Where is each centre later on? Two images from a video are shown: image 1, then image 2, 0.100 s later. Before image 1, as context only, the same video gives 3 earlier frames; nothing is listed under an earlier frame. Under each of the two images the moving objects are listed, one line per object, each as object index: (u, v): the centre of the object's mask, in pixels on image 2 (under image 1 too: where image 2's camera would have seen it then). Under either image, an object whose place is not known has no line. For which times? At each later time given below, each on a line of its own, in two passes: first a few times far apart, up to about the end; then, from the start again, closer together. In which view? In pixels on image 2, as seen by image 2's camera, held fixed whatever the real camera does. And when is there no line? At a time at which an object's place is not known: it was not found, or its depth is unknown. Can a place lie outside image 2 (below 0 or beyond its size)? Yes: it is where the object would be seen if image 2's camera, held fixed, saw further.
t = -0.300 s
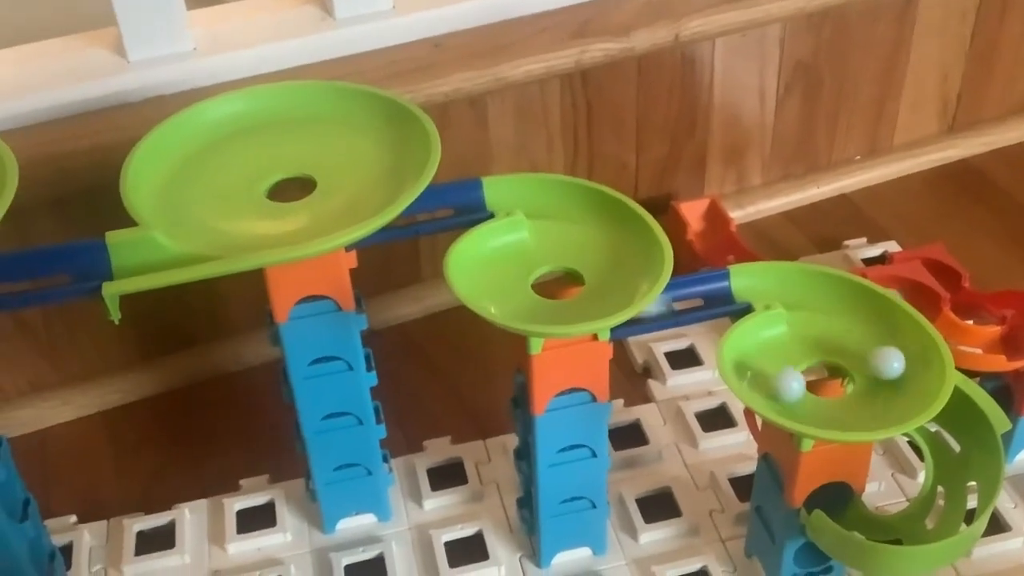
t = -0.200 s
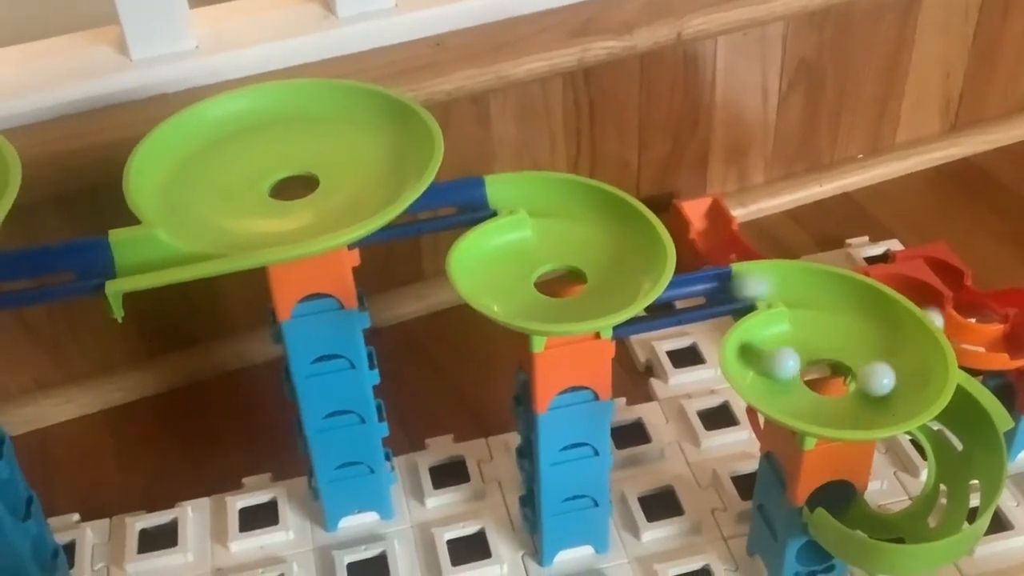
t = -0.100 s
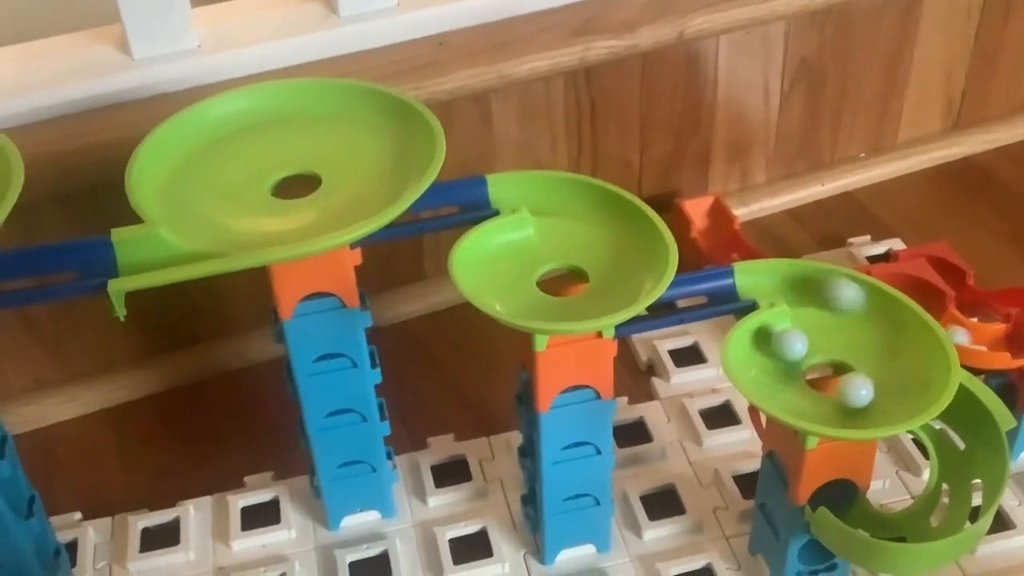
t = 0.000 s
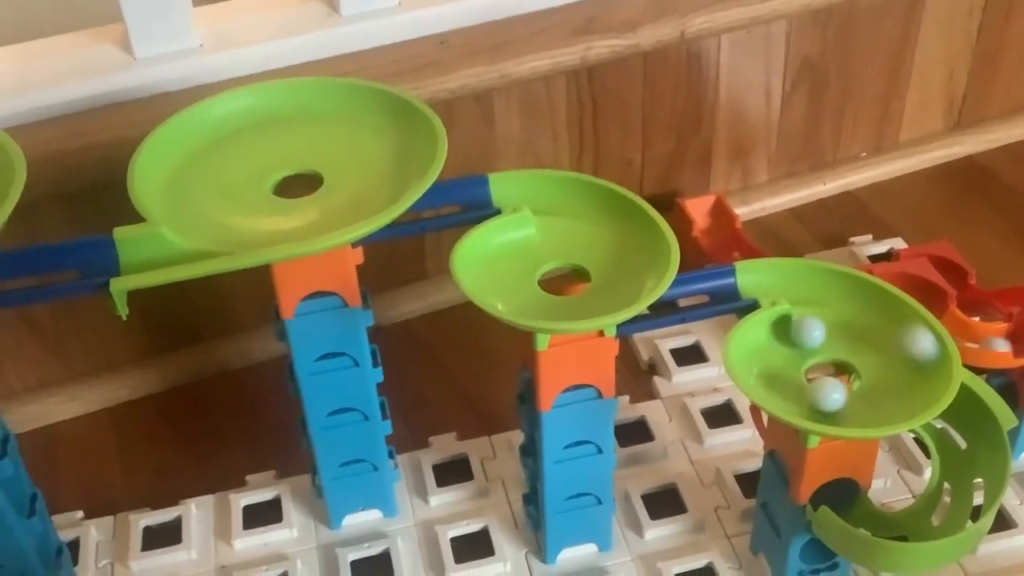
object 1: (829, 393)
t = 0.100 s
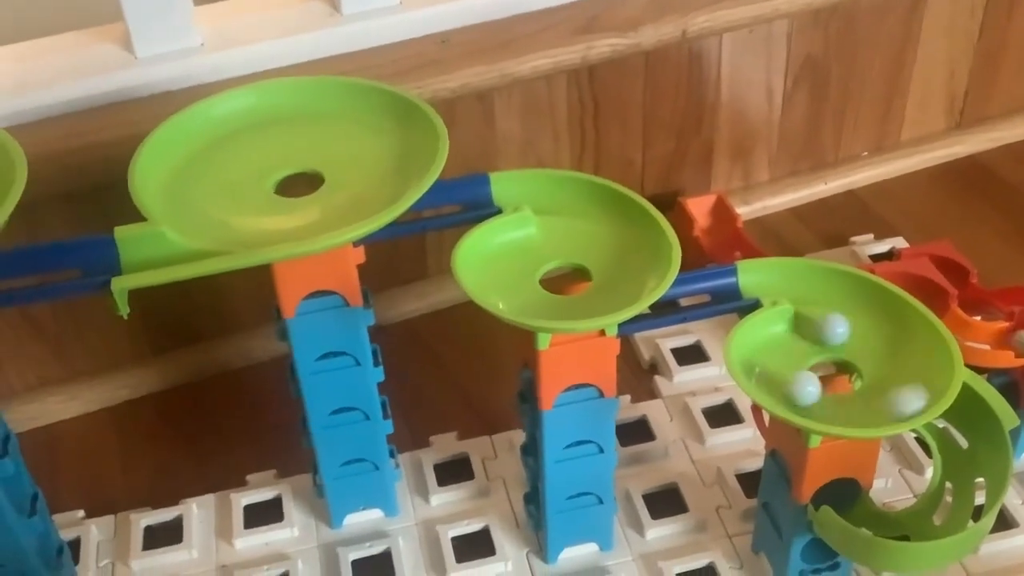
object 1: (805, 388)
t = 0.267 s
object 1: (790, 362)
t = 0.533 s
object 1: (888, 357)
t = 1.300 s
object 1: (803, 334)
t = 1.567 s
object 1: (888, 340)
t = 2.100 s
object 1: (796, 381)
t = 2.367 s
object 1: (804, 337)
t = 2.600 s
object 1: (856, 334)
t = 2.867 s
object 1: (879, 370)
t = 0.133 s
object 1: (799, 384)
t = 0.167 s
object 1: (794, 379)
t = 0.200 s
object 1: (792, 374)
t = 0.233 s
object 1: (791, 367)
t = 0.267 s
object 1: (790, 362)
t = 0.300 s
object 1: (789, 359)
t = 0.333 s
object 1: (794, 354)
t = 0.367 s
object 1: (809, 350)
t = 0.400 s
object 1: (824, 348)
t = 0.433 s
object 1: (840, 348)
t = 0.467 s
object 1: (856, 349)
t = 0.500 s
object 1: (875, 353)
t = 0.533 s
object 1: (888, 357)
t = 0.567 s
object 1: (899, 359)
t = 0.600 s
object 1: (907, 361)
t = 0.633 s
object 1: (911, 363)
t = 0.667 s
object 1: (914, 368)
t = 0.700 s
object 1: (911, 375)
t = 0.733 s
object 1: (903, 381)
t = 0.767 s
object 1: (893, 385)
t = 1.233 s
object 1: (785, 343)
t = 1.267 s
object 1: (792, 337)
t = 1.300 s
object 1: (803, 334)
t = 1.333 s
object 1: (814, 331)
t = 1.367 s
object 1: (826, 330)
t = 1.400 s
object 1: (838, 329)
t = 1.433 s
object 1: (850, 329)
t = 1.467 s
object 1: (861, 329)
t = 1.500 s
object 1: (871, 331)
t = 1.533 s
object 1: (880, 333)
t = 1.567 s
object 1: (888, 340)
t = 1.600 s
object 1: (892, 346)
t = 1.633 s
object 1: (894, 353)
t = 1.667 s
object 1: (895, 360)
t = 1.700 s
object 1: (893, 367)
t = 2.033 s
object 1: (808, 391)
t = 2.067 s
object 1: (803, 387)
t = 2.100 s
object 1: (796, 381)
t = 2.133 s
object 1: (792, 375)
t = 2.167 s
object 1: (789, 369)
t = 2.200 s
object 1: (787, 362)
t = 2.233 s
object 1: (787, 356)
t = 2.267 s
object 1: (786, 349)
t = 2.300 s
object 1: (790, 344)
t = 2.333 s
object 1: (797, 340)
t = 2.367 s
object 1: (804, 337)
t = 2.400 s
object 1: (812, 333)
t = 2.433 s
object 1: (819, 332)
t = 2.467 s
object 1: (827, 331)
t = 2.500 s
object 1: (833, 329)
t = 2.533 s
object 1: (841, 329)
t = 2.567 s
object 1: (849, 331)
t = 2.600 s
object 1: (856, 334)
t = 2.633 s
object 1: (863, 337)
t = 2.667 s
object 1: (869, 341)
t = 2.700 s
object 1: (872, 346)
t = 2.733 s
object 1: (874, 350)
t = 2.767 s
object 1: (876, 355)
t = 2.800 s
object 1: (877, 359)
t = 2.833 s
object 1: (878, 364)
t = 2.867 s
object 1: (879, 370)
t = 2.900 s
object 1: (878, 375)
